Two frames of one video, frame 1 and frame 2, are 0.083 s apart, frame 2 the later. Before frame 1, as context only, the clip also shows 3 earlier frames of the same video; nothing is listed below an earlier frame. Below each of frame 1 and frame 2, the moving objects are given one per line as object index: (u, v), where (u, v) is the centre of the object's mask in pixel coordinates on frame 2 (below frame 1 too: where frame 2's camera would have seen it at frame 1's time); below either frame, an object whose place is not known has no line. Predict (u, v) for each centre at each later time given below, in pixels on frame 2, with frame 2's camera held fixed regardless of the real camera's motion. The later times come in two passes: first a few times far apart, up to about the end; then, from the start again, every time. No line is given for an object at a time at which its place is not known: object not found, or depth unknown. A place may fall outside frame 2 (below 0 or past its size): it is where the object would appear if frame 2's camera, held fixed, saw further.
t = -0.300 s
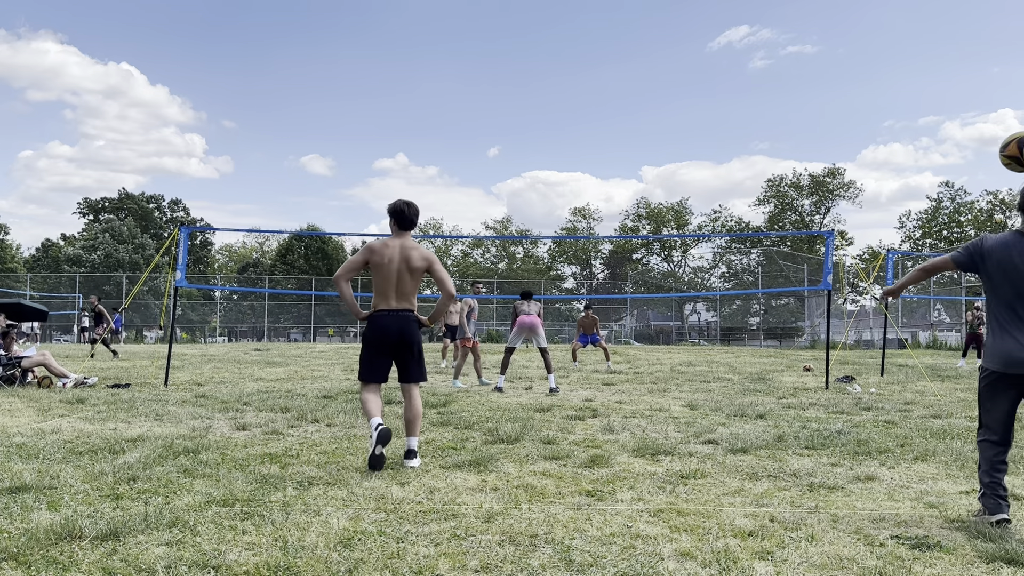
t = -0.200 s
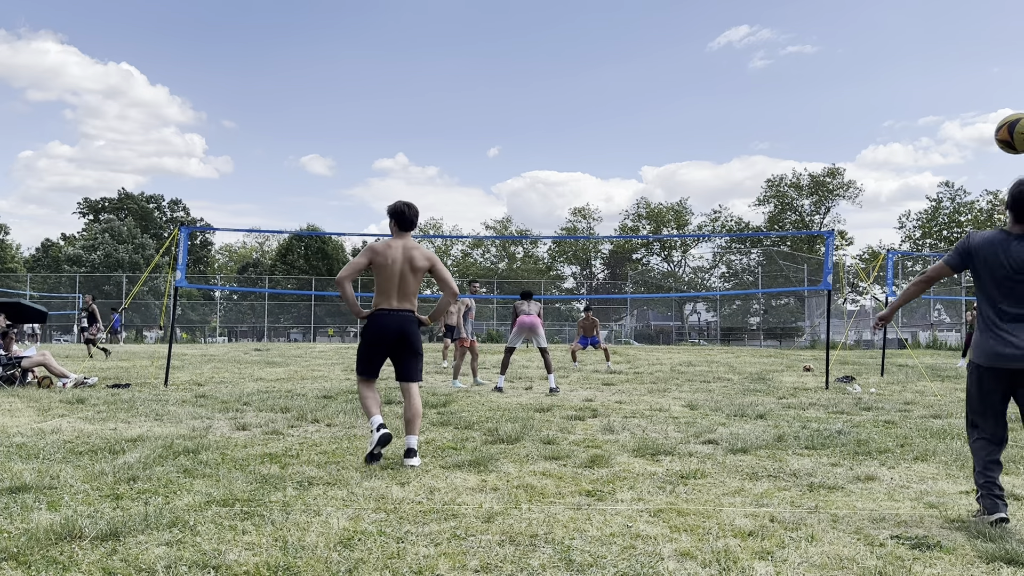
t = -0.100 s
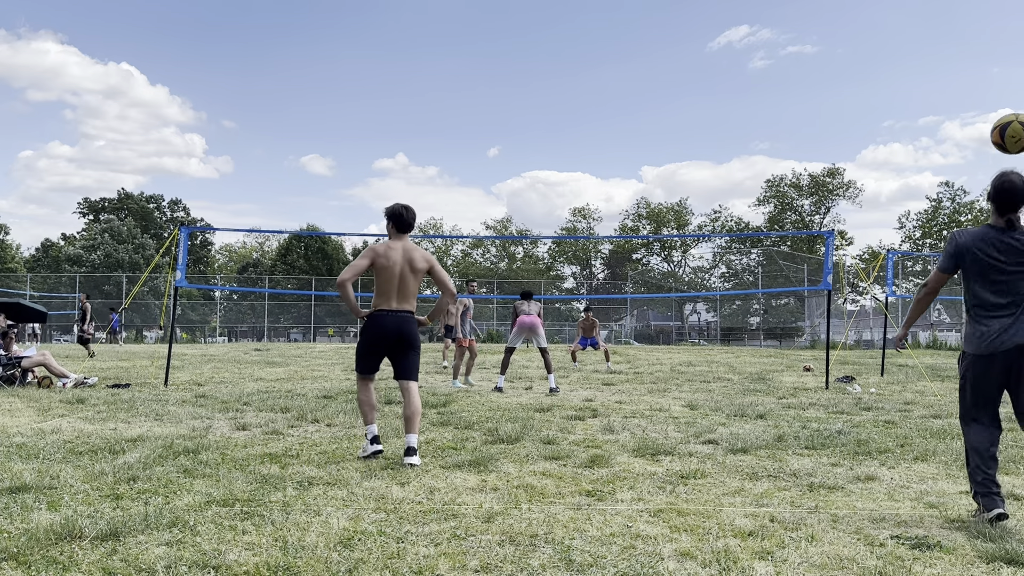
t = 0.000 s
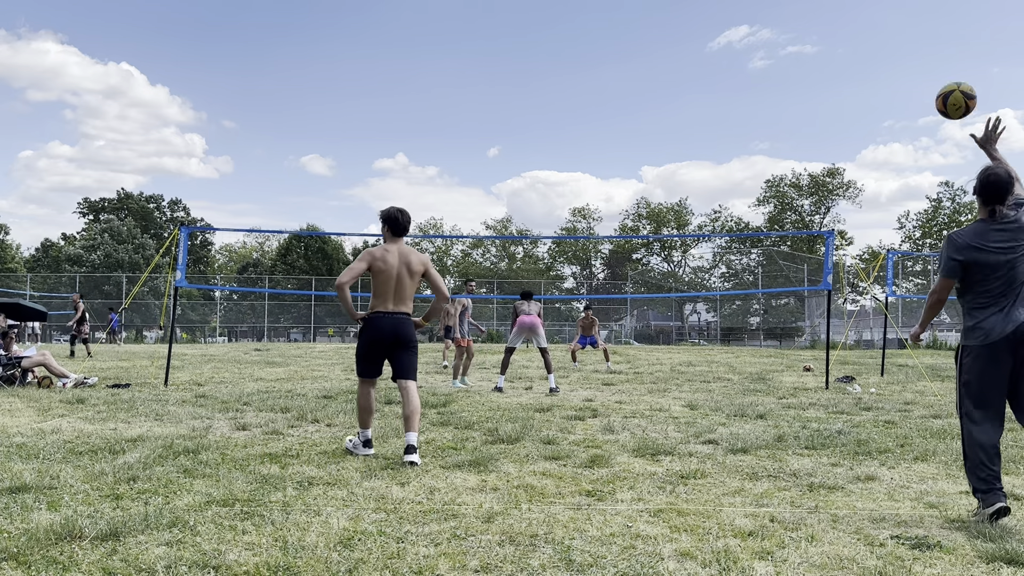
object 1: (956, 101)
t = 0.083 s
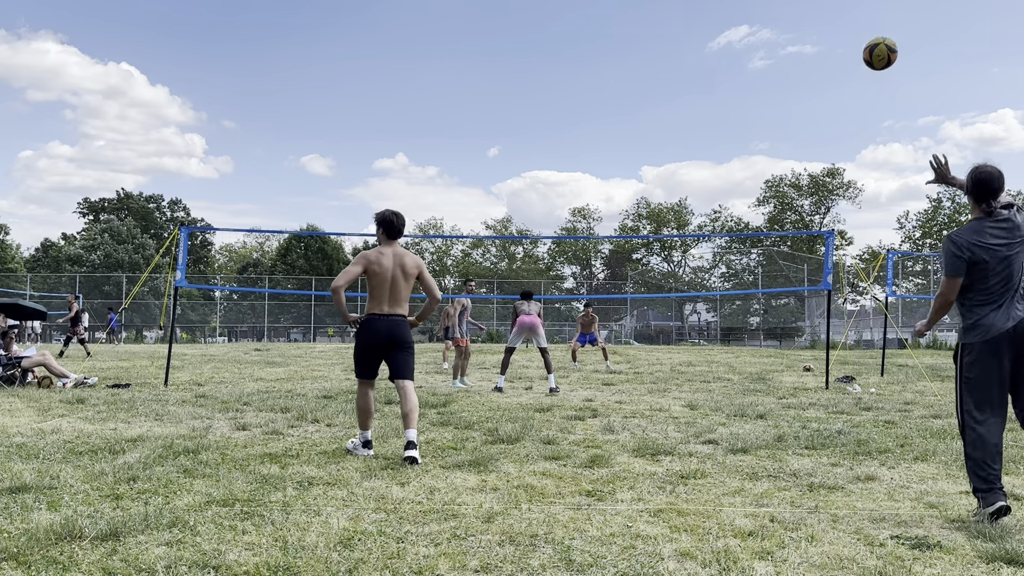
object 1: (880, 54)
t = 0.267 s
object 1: (769, 11)
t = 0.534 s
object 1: (673, 28)
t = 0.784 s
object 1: (616, 86)
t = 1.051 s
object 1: (575, 170)
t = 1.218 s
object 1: (555, 229)
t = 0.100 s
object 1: (867, 47)
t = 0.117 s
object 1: (855, 41)
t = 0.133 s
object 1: (843, 35)
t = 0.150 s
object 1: (833, 30)
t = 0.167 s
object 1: (822, 26)
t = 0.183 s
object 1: (812, 22)
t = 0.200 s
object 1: (803, 19)
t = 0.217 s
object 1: (794, 16)
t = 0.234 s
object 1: (785, 14)
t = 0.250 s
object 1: (777, 12)
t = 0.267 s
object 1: (769, 11)
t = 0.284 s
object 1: (761, 10)
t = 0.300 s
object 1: (754, 10)
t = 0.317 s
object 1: (747, 9)
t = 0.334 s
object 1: (740, 9)
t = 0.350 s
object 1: (733, 9)
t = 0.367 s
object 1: (727, 10)
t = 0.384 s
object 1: (721, 10)
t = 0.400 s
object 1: (715, 11)
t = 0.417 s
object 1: (709, 13)
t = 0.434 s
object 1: (703, 14)
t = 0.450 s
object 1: (698, 16)
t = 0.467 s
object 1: (693, 18)
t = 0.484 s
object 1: (688, 20)
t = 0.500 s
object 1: (683, 23)
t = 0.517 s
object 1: (678, 25)
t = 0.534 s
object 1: (673, 28)
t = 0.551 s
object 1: (668, 31)
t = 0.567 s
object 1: (664, 34)
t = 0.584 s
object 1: (660, 37)
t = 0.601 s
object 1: (655, 40)
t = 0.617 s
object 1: (651, 44)
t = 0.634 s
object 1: (647, 48)
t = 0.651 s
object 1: (644, 51)
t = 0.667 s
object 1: (640, 55)
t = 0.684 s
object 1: (636, 59)
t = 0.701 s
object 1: (633, 63)
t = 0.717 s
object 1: (629, 68)
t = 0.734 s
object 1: (626, 72)
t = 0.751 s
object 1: (623, 76)
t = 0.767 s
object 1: (619, 81)
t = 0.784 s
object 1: (616, 86)
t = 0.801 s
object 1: (613, 90)
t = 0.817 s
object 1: (610, 95)
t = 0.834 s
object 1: (607, 100)
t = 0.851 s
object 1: (605, 105)
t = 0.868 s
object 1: (602, 110)
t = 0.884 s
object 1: (599, 115)
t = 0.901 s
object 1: (596, 120)
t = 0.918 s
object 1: (594, 126)
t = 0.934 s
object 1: (591, 131)
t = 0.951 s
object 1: (589, 136)
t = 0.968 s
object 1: (586, 142)
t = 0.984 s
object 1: (584, 147)
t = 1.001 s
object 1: (582, 153)
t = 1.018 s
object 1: (579, 158)
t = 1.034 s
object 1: (577, 164)
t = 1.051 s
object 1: (575, 170)
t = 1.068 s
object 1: (573, 175)
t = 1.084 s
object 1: (571, 181)
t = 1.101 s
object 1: (568, 187)
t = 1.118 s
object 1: (566, 193)
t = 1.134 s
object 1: (564, 199)
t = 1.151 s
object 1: (562, 205)
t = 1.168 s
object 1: (561, 211)
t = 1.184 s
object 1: (558, 217)
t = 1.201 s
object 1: (557, 222)
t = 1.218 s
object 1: (555, 229)
